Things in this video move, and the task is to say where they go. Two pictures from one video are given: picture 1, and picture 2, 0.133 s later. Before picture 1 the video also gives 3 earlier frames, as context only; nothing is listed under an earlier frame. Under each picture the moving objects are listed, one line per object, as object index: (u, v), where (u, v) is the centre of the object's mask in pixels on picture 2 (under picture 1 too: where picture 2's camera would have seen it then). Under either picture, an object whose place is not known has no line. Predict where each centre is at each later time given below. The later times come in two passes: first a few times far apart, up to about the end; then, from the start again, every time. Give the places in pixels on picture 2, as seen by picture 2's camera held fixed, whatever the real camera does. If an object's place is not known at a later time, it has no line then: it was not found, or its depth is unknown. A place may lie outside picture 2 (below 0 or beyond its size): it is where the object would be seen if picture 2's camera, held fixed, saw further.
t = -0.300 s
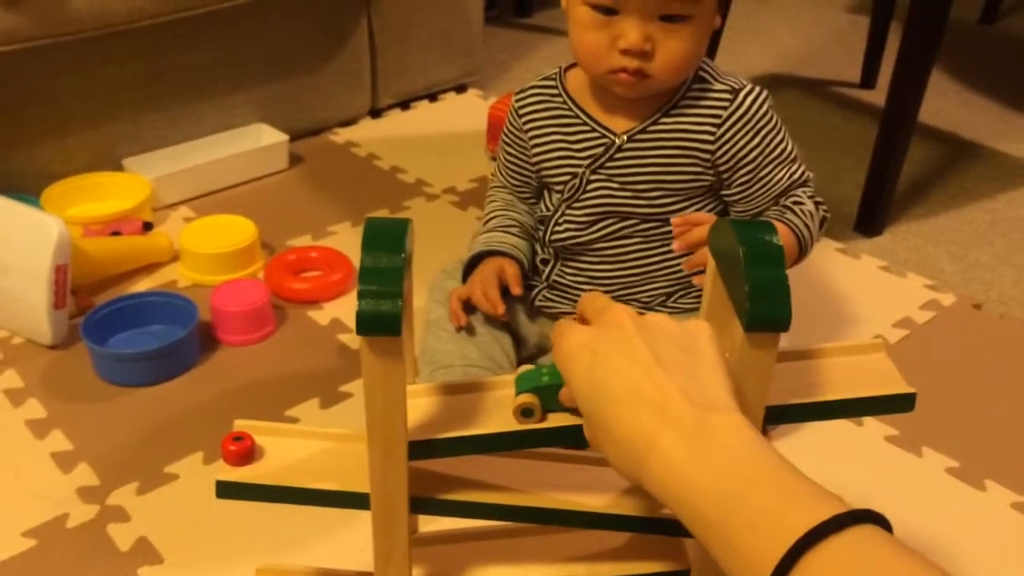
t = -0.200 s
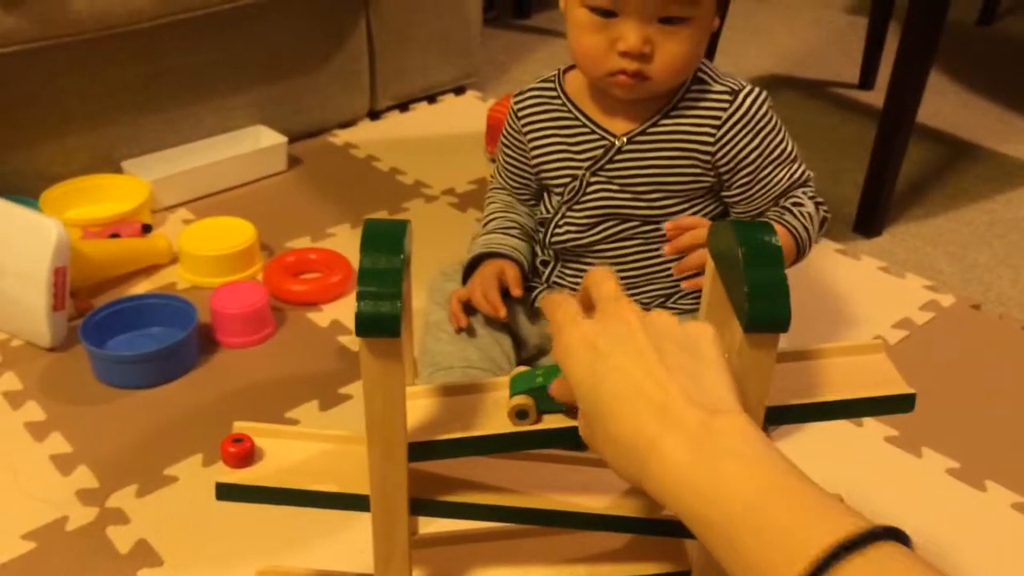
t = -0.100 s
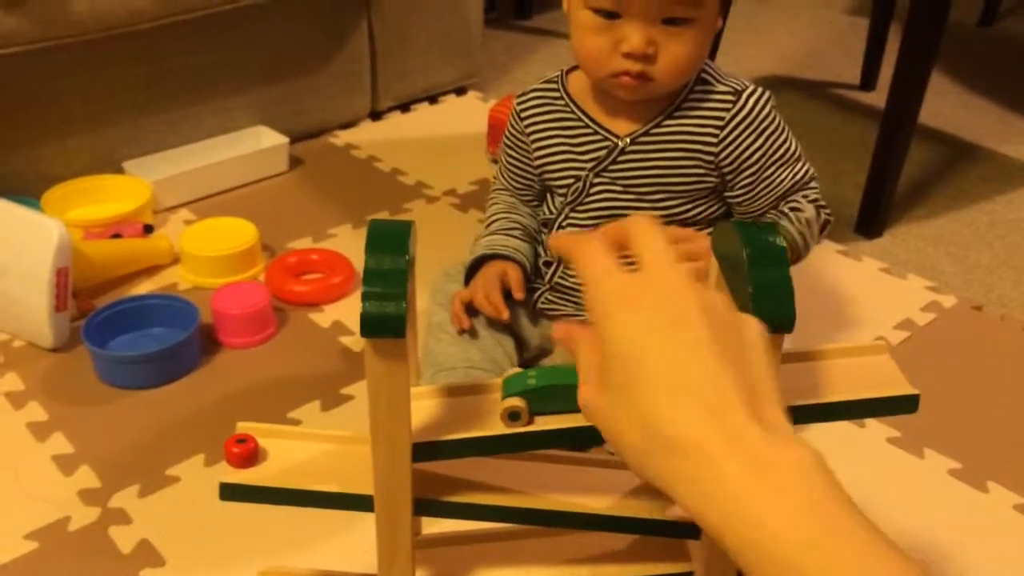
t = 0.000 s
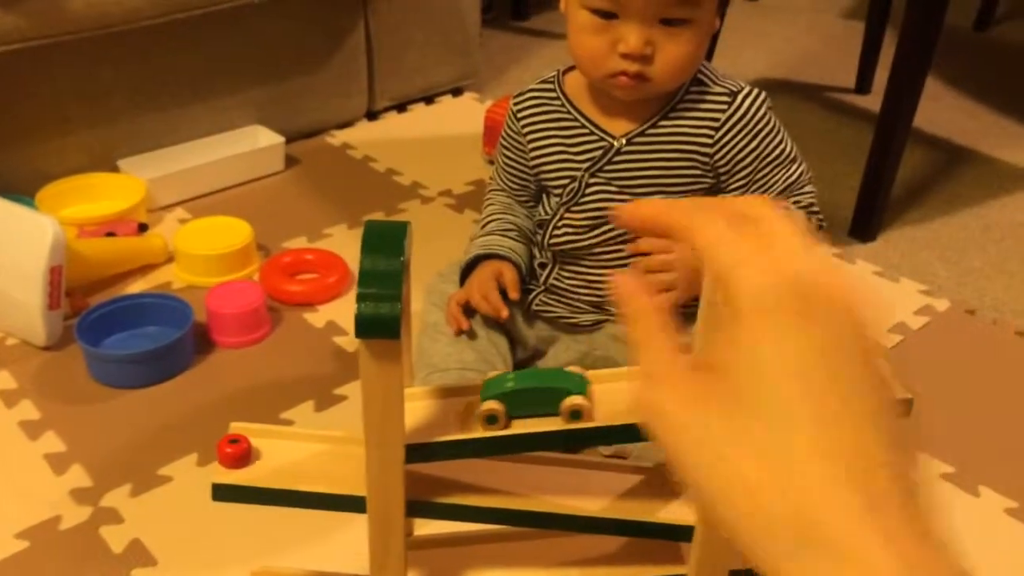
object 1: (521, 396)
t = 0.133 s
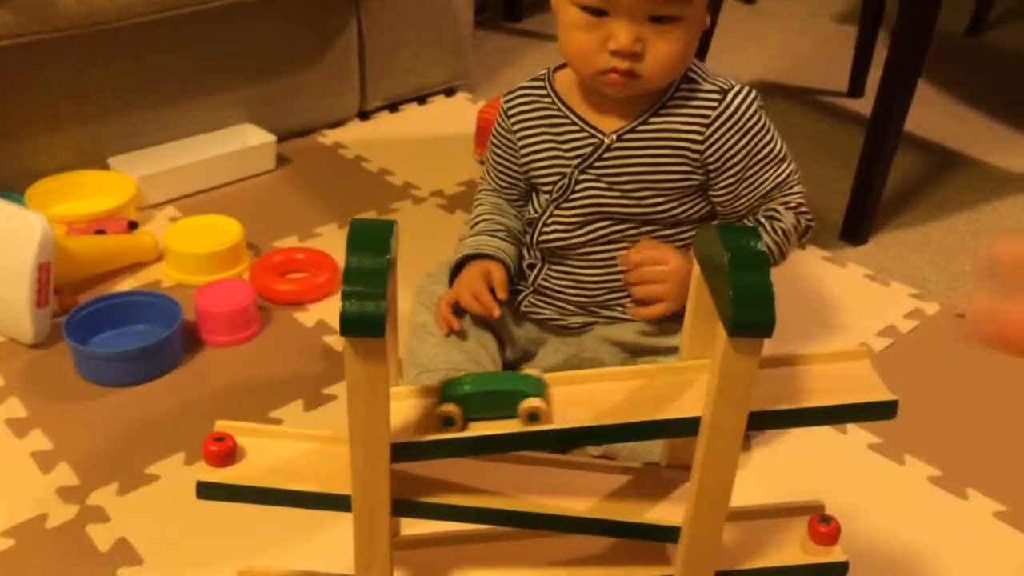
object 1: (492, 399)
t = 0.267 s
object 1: (453, 403)
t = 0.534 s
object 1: (321, 425)
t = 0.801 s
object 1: (294, 452)
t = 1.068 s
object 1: (307, 453)
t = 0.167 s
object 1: (482, 400)
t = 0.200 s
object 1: (473, 401)
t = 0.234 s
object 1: (463, 401)
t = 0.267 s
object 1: (453, 403)
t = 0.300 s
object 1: (443, 403)
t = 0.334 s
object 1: (438, 403)
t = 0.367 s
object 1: (431, 404)
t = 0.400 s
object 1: (422, 405)
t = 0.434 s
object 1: (416, 407)
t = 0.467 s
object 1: (410, 408)
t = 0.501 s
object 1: (327, 423)
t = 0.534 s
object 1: (321, 425)
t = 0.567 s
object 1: (318, 438)
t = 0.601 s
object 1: (312, 437)
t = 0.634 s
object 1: (305, 435)
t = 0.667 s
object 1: (298, 437)
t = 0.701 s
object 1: (293, 450)
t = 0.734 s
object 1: (292, 451)
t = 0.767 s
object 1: (293, 452)
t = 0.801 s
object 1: (294, 452)
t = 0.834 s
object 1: (295, 452)
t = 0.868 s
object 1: (297, 452)
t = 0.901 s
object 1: (298, 452)
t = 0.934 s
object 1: (299, 452)
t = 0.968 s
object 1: (301, 452)
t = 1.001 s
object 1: (303, 453)
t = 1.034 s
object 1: (305, 453)
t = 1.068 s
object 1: (307, 453)
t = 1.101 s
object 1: (309, 453)
